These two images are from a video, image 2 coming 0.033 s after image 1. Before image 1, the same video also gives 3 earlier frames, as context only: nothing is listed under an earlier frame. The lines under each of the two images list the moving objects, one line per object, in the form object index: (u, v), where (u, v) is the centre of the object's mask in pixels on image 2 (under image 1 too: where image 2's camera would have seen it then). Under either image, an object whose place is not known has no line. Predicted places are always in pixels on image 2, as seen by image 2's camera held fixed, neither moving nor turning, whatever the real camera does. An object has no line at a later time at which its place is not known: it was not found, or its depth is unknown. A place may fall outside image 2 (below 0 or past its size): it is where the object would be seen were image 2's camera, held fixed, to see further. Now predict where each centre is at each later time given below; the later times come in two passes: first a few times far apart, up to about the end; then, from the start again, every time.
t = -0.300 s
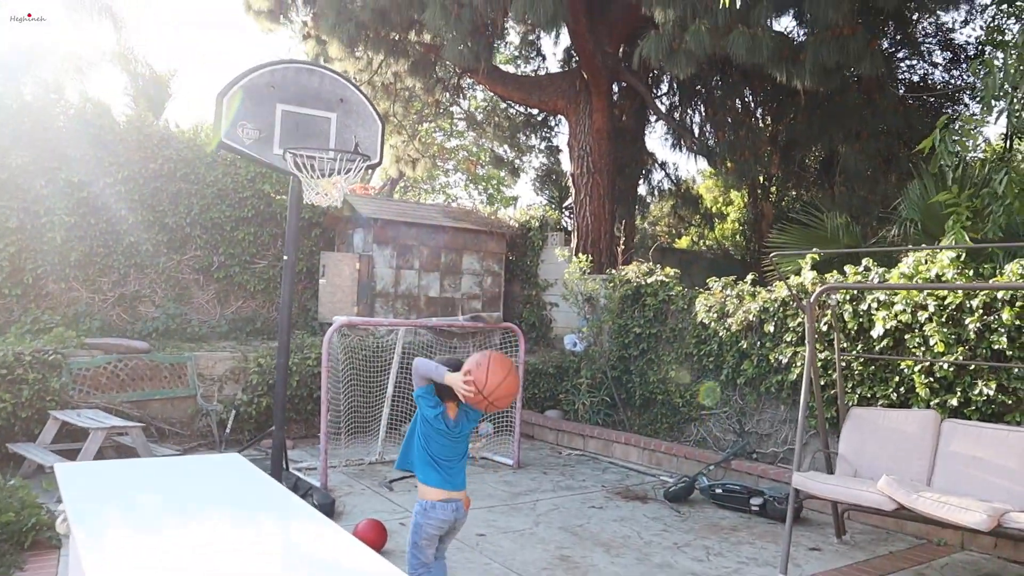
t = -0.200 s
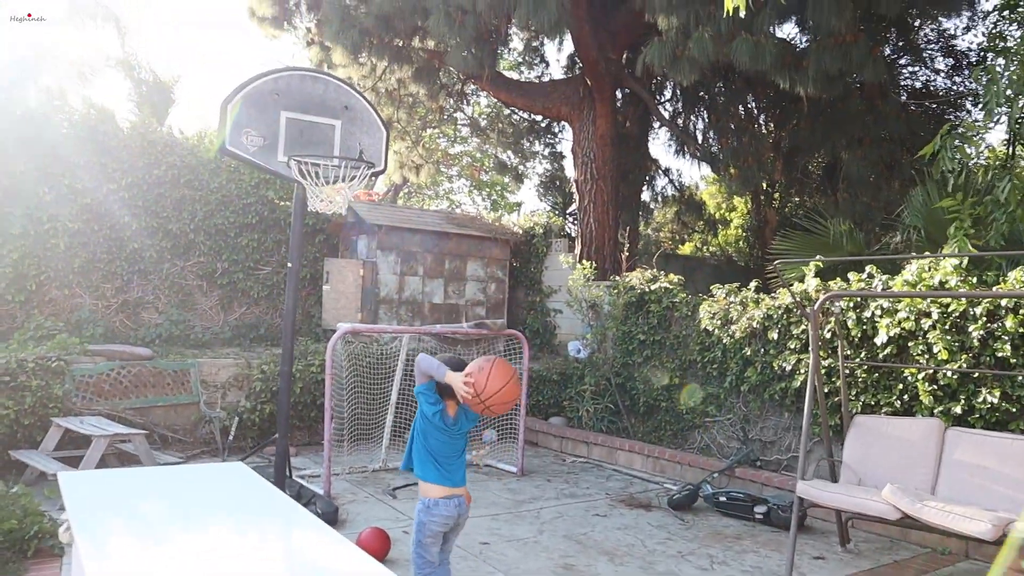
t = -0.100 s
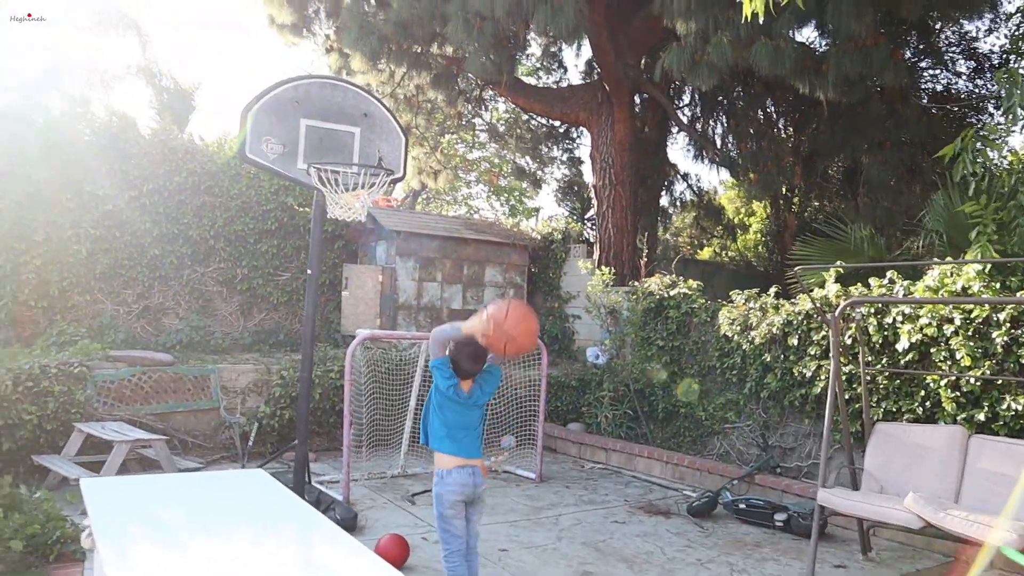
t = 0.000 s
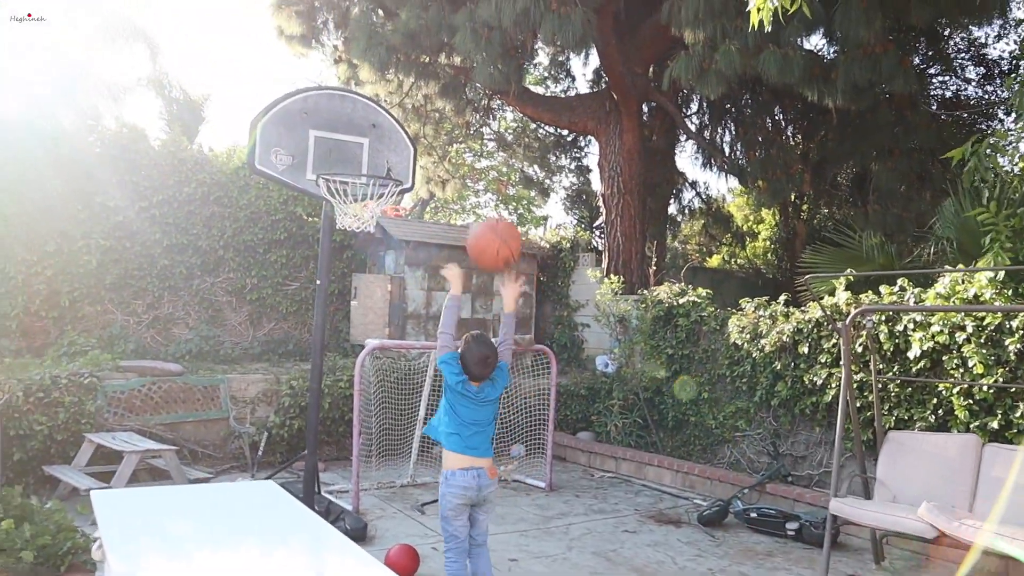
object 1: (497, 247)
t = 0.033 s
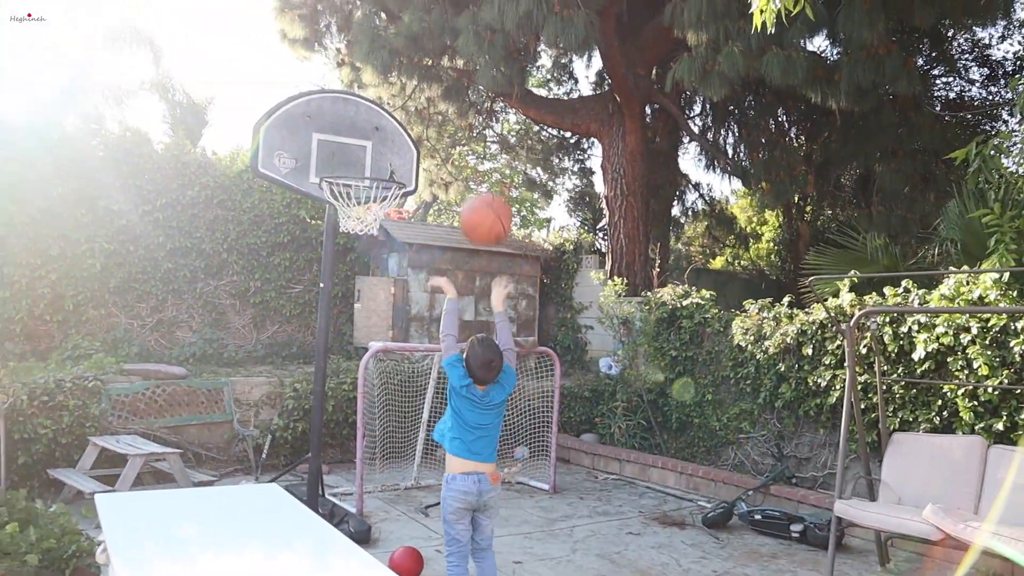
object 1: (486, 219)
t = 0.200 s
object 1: (435, 138)
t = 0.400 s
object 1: (388, 125)
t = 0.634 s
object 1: (374, 168)
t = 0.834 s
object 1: (370, 204)
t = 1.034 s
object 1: (342, 236)
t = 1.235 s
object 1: (326, 308)
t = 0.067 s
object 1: (474, 196)
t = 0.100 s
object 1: (465, 177)
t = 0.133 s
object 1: (454, 161)
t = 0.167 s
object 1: (445, 148)
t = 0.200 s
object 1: (435, 138)
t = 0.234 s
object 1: (427, 130)
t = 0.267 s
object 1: (419, 125)
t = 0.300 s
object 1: (411, 122)
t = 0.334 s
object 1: (402, 121)
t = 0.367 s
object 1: (395, 122)
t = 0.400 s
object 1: (388, 125)
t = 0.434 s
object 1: (381, 129)
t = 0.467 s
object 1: (374, 136)
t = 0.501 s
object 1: (367, 144)
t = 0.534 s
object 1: (362, 152)
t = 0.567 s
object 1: (366, 157)
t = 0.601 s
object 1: (370, 164)
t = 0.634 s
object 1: (374, 168)
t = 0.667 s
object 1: (378, 172)
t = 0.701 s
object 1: (381, 178)
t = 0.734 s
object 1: (384, 185)
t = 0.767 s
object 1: (383, 192)
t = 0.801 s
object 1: (378, 199)
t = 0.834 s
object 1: (370, 204)
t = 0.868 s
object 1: (362, 209)
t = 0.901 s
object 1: (357, 216)
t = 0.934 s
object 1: (355, 221)
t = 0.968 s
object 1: (350, 234)
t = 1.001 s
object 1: (345, 233)
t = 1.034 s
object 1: (342, 236)
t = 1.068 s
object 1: (339, 243)
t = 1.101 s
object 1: (337, 252)
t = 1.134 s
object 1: (334, 264)
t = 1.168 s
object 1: (331, 277)
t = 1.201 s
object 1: (328, 291)
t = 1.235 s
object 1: (326, 308)
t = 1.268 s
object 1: (322, 327)
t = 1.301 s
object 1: (319, 347)
